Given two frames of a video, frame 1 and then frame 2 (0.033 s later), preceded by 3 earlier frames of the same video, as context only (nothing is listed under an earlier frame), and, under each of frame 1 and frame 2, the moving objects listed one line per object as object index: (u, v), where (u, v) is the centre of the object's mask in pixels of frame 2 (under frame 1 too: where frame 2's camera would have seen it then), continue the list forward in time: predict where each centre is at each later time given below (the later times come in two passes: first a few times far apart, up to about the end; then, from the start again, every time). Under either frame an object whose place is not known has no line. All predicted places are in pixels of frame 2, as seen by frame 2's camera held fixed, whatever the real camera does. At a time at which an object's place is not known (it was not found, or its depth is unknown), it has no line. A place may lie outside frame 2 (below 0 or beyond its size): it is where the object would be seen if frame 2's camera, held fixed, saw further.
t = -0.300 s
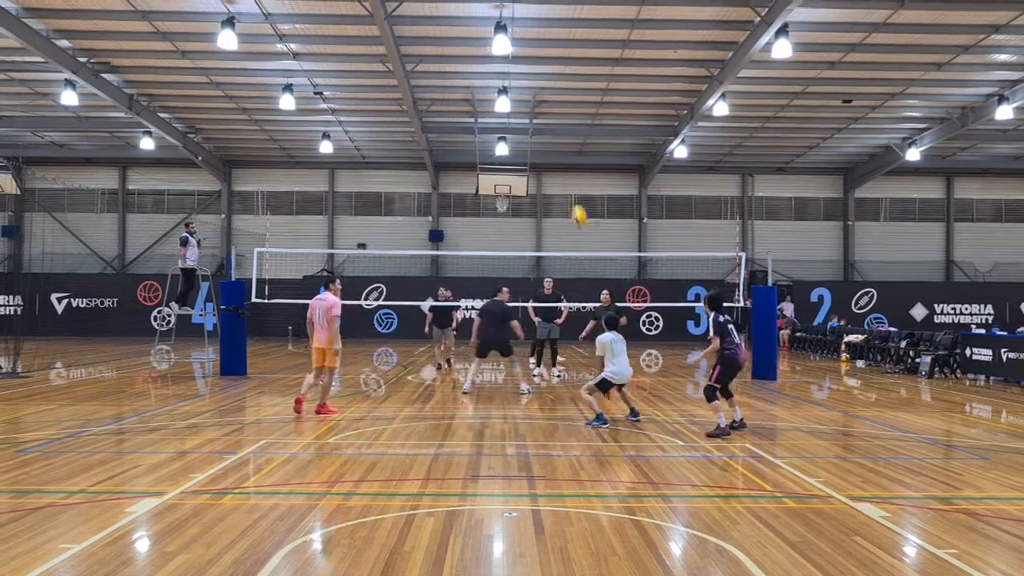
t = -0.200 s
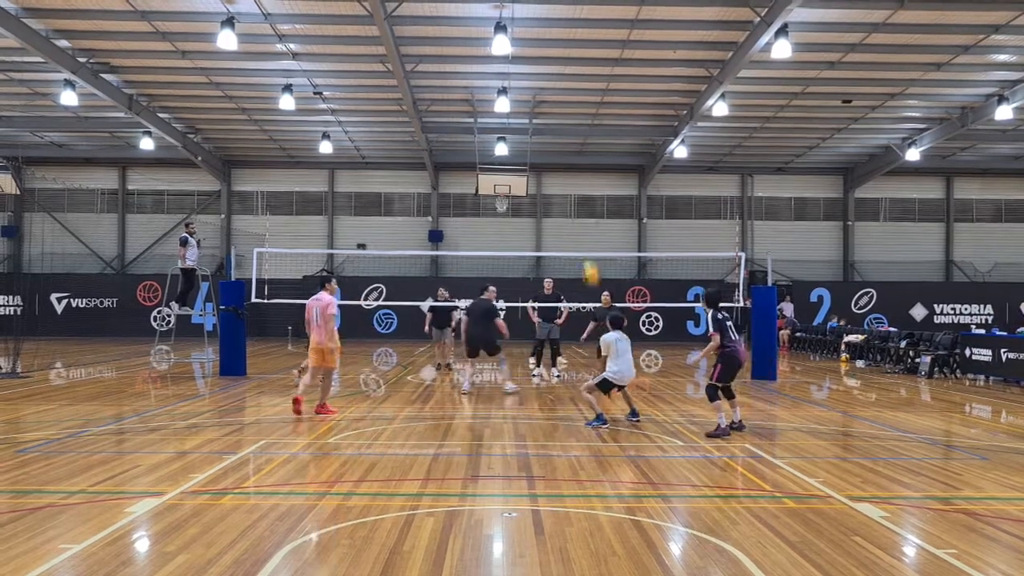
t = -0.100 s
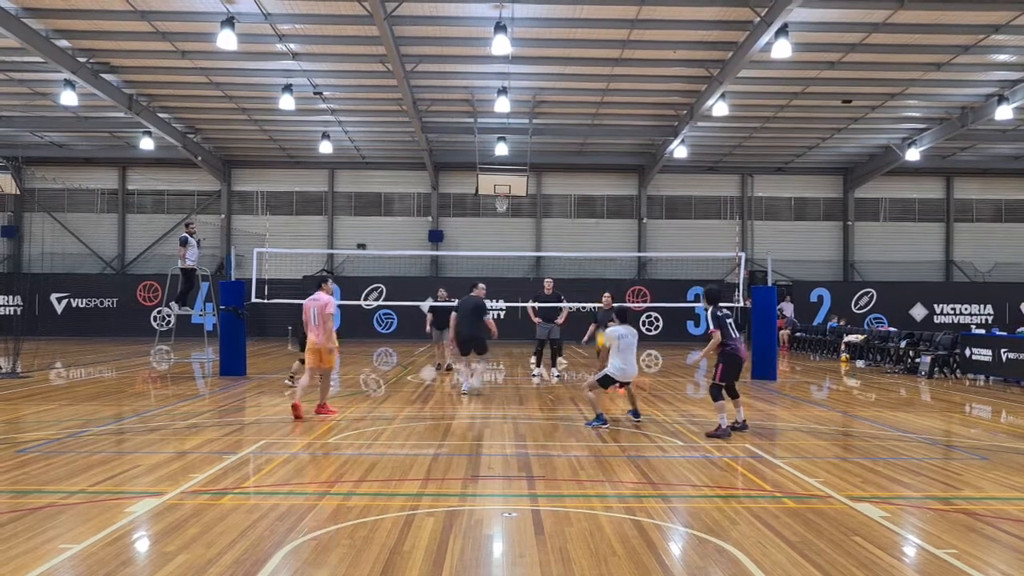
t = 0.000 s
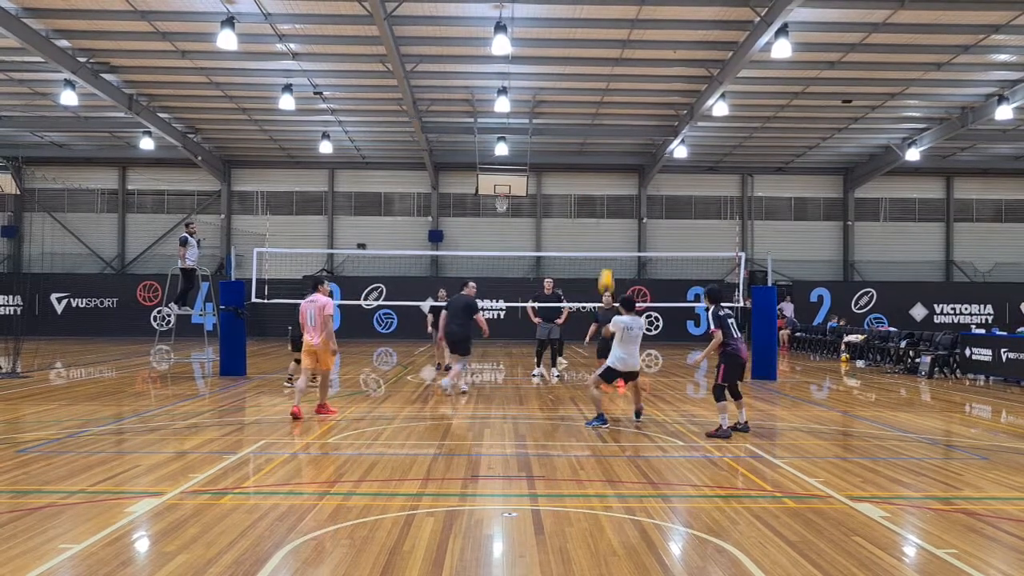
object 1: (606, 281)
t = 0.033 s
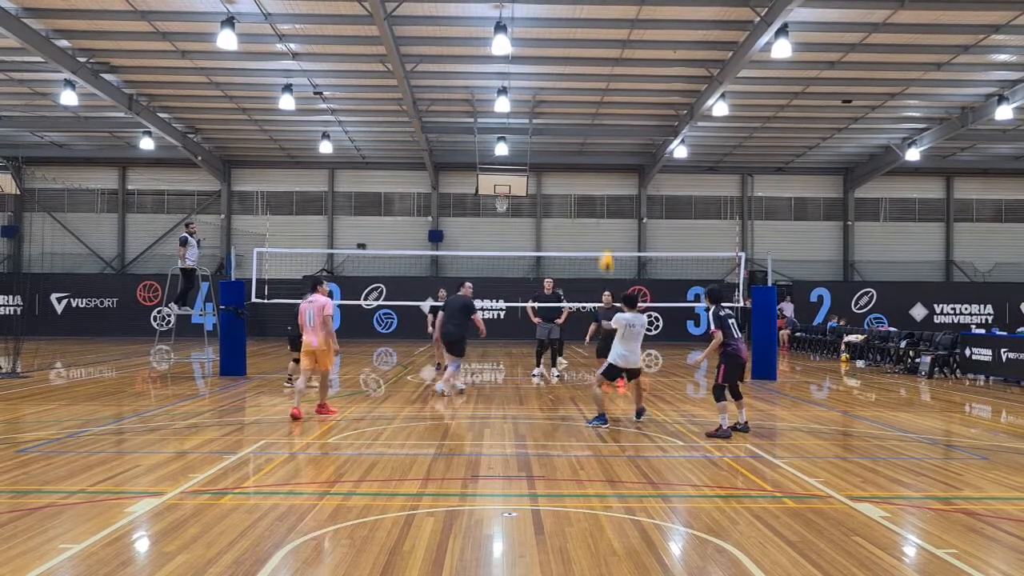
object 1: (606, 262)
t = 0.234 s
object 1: (608, 175)
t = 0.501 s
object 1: (608, 124)
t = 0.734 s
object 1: (609, 124)
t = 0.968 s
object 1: (609, 155)
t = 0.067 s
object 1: (606, 244)
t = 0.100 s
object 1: (607, 227)
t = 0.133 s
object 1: (608, 212)
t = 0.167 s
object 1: (608, 198)
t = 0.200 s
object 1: (608, 185)
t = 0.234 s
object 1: (608, 175)
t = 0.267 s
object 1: (608, 165)
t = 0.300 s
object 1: (608, 157)
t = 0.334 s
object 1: (608, 149)
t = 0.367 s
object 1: (609, 142)
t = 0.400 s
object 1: (609, 136)
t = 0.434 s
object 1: (609, 131)
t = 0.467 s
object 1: (608, 128)
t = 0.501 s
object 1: (608, 124)
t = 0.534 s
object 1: (609, 122)
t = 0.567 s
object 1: (609, 121)
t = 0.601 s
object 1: (609, 120)
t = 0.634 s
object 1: (609, 120)
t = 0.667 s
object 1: (609, 120)
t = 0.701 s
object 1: (609, 122)
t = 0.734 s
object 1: (609, 124)
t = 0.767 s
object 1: (609, 127)
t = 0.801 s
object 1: (609, 130)
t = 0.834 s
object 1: (609, 134)
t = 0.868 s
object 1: (609, 138)
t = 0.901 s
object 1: (609, 144)
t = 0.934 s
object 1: (610, 149)
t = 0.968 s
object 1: (609, 155)
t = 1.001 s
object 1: (608, 161)
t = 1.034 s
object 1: (608, 168)
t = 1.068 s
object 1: (608, 175)
